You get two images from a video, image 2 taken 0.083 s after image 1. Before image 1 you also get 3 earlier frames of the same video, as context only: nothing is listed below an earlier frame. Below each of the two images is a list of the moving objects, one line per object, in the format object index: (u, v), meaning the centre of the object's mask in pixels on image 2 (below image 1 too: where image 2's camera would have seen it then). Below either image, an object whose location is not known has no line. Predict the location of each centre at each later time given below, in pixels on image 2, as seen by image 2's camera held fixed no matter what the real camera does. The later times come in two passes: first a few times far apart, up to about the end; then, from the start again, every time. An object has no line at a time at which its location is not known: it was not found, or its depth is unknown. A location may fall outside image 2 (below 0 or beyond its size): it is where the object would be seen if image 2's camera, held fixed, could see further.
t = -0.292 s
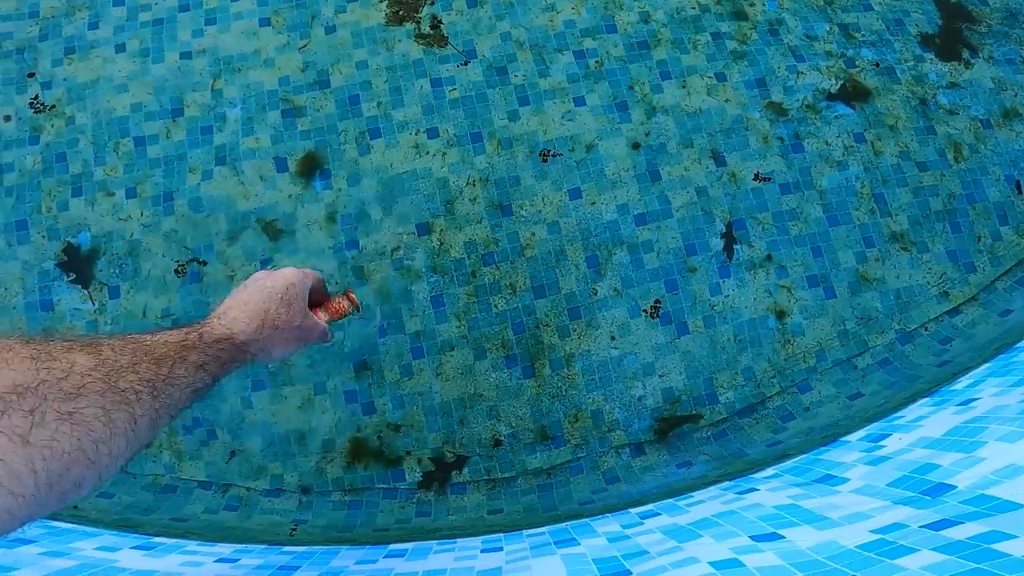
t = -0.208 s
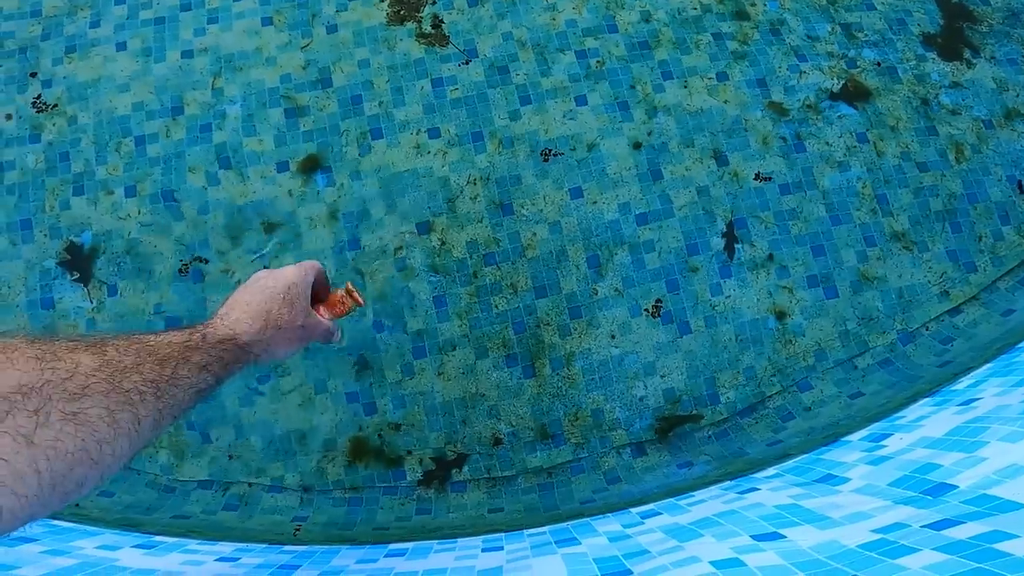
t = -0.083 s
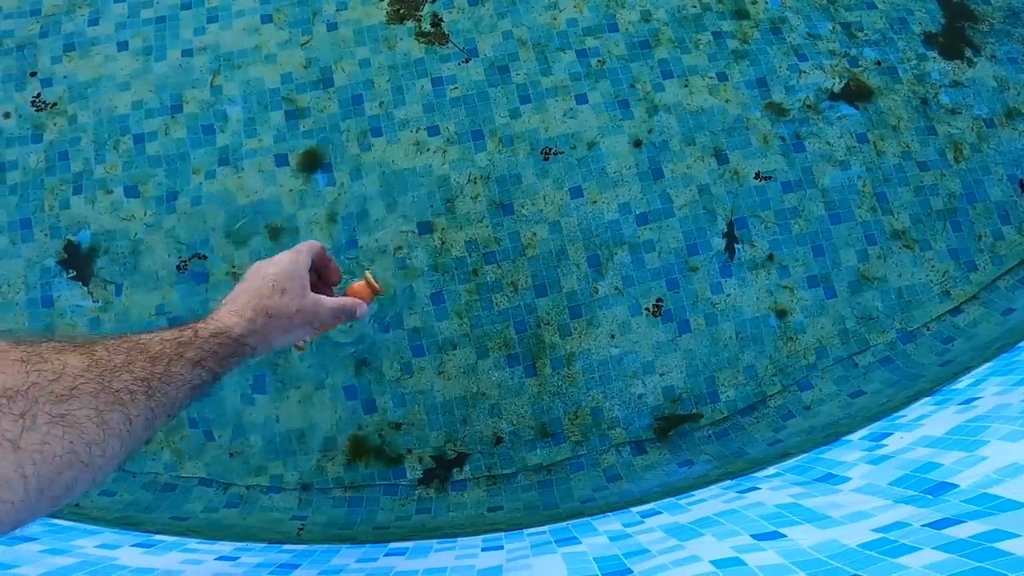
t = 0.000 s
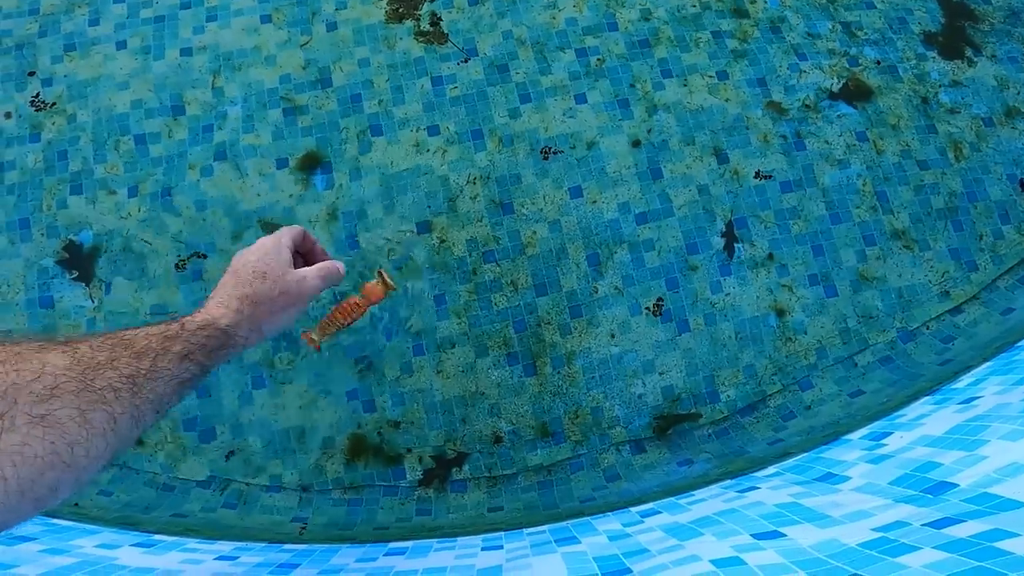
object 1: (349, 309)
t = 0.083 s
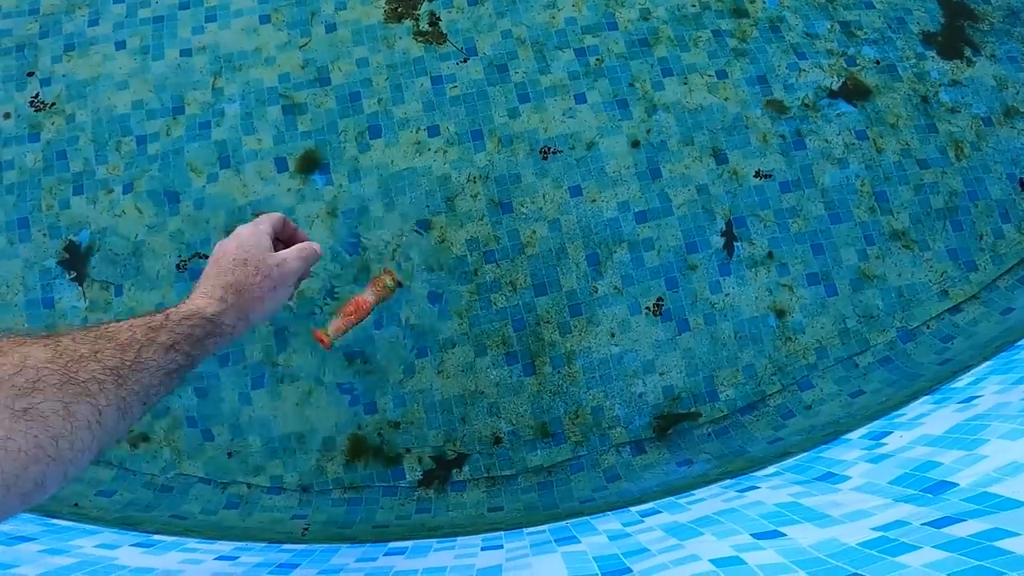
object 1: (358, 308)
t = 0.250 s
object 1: (370, 305)
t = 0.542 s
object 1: (389, 311)
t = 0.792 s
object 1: (404, 316)
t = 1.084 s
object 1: (417, 323)
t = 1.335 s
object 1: (424, 328)
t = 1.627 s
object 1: (433, 333)
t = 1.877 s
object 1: (442, 338)
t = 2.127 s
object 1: (449, 340)
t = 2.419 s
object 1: (458, 342)
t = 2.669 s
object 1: (465, 344)
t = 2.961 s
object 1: (472, 348)
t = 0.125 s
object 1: (361, 307)
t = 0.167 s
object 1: (364, 306)
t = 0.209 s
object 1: (366, 306)
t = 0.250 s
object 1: (370, 305)
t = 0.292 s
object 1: (372, 307)
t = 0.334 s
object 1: (377, 306)
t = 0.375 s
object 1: (379, 307)
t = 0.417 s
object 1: (383, 308)
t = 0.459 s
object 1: (384, 309)
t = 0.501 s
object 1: (387, 310)
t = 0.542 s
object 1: (389, 311)
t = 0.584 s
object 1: (392, 311)
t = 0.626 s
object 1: (394, 311)
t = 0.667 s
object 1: (397, 312)
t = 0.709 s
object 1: (399, 313)
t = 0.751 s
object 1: (402, 315)
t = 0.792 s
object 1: (404, 316)
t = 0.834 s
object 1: (406, 318)
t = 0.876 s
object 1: (408, 319)
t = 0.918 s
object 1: (410, 320)
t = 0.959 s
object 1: (412, 320)
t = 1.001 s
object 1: (414, 322)
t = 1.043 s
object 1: (415, 322)
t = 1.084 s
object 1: (417, 323)
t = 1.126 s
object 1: (418, 324)
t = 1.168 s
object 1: (419, 325)
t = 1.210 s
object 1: (420, 326)
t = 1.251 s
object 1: (422, 327)
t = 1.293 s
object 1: (423, 327)
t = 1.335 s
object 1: (424, 328)
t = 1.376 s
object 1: (425, 328)
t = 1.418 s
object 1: (427, 329)
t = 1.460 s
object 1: (428, 329)
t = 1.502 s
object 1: (430, 330)
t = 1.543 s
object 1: (431, 330)
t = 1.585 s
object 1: (432, 332)
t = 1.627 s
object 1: (433, 333)
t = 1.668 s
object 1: (435, 334)
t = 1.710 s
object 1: (436, 335)
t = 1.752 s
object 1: (438, 335)
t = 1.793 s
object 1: (439, 336)
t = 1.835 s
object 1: (441, 337)
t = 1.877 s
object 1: (442, 338)
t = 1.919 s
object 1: (444, 338)
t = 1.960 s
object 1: (445, 339)
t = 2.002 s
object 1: (446, 339)
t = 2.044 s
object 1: (447, 339)
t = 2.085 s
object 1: (448, 339)
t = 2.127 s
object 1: (449, 340)
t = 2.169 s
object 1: (451, 340)
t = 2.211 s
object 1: (451, 340)
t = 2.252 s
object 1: (453, 340)
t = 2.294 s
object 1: (454, 340)
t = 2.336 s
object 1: (456, 340)
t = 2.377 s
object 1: (457, 341)
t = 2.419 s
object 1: (458, 342)
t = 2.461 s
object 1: (459, 342)
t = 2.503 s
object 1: (461, 342)
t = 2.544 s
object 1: (461, 343)
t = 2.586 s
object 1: (463, 343)
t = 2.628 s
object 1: (463, 344)
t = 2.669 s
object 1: (465, 344)
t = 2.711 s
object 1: (466, 345)
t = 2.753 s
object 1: (467, 346)
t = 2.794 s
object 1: (468, 346)
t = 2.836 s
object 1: (469, 347)
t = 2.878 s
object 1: (470, 348)
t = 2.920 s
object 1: (471, 348)
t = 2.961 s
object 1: (472, 348)
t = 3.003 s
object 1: (473, 349)
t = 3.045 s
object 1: (474, 349)
